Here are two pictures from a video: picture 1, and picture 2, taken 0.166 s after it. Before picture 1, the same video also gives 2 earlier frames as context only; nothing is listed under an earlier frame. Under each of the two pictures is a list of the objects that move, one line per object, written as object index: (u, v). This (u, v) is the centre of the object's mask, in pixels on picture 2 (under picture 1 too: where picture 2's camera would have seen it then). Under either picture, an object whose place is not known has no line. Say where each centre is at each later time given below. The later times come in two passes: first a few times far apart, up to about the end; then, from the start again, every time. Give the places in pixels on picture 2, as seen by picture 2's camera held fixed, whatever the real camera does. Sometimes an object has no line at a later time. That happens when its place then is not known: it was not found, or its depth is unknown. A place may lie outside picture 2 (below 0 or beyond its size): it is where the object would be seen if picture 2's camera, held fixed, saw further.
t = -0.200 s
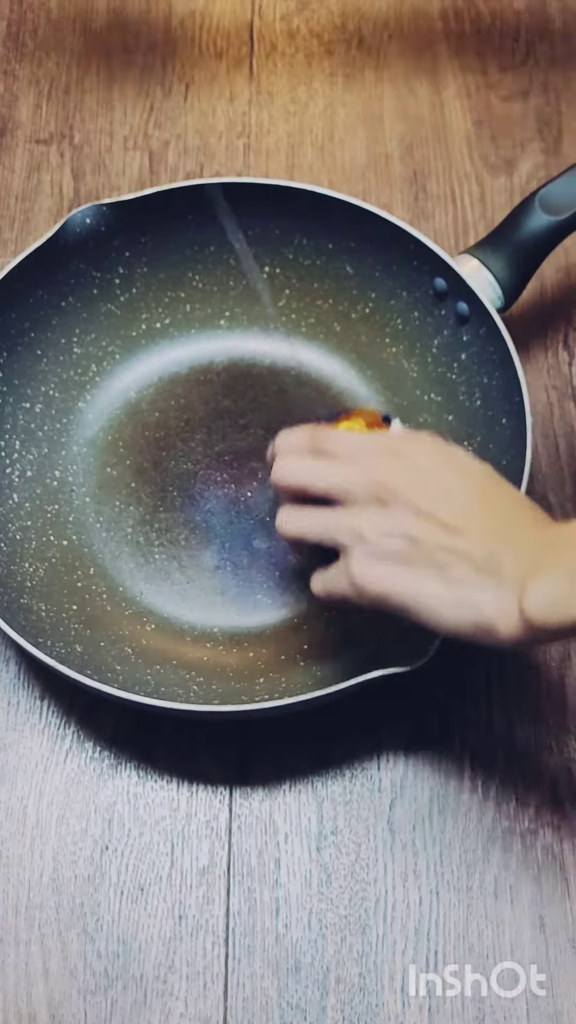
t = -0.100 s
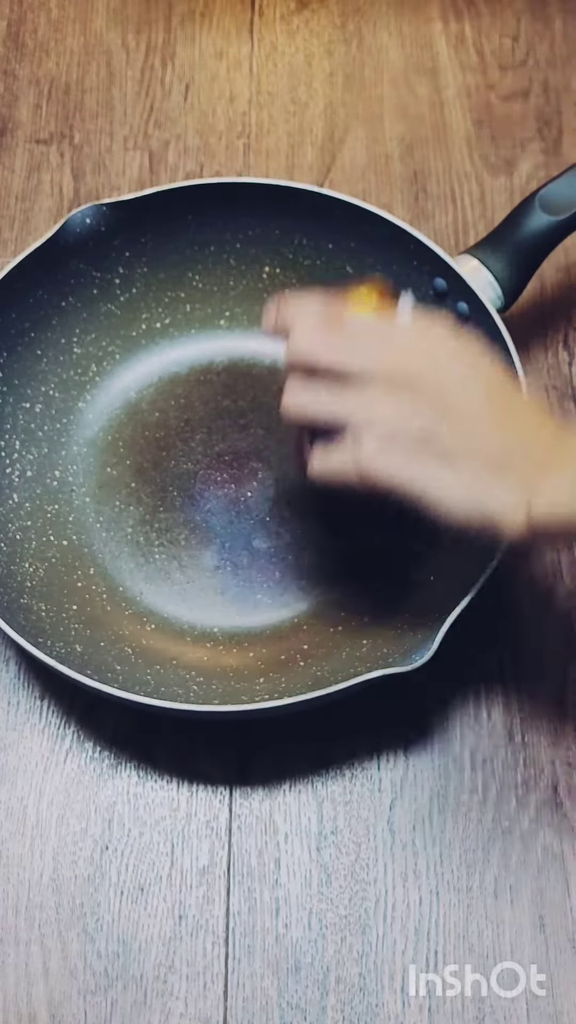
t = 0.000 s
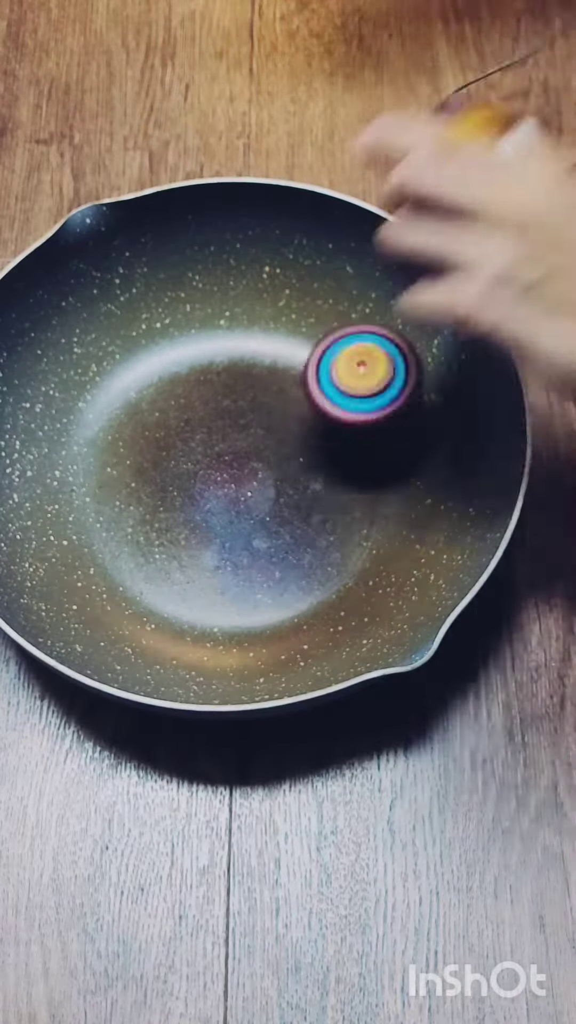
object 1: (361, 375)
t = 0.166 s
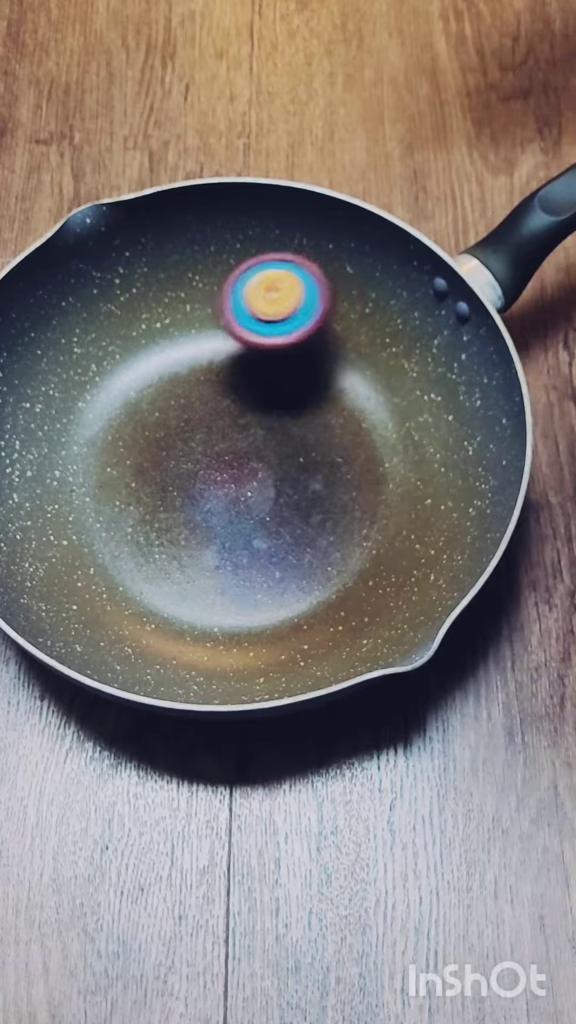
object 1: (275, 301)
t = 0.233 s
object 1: (221, 311)
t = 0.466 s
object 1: (39, 481)
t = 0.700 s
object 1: (348, 608)
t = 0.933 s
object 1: (253, 287)
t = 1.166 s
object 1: (125, 613)
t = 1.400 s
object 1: (323, 304)
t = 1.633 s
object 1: (169, 637)
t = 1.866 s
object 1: (191, 285)
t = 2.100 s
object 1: (207, 618)
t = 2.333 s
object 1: (435, 433)
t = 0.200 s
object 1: (252, 308)
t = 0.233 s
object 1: (221, 311)
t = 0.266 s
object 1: (185, 314)
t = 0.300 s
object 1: (150, 331)
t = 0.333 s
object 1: (115, 361)
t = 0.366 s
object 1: (87, 389)
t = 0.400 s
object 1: (61, 409)
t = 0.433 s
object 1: (44, 438)
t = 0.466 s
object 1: (39, 481)
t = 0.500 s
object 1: (60, 521)
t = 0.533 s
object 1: (99, 555)
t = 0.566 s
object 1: (142, 587)
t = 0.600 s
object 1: (189, 623)
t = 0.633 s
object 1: (244, 641)
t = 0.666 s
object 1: (298, 625)
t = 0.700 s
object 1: (348, 608)
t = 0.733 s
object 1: (381, 569)
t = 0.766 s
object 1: (393, 508)
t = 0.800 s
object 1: (399, 444)
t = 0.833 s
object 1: (399, 382)
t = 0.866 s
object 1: (361, 329)
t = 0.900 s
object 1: (314, 293)
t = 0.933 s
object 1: (253, 287)
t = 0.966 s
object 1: (193, 302)
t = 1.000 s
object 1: (129, 336)
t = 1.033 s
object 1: (69, 371)
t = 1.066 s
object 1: (42, 427)
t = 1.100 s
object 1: (42, 492)
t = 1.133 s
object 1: (63, 563)
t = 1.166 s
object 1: (125, 613)
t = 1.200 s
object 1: (215, 638)
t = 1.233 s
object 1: (303, 615)
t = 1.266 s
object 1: (384, 575)
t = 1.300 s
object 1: (407, 487)
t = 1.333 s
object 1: (420, 407)
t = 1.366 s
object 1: (385, 341)
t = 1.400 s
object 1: (323, 304)
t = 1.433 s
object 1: (231, 298)
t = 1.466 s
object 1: (152, 323)
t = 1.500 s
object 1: (77, 376)
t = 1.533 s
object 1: (38, 443)
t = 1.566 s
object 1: (48, 522)
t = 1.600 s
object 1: (82, 595)
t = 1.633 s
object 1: (169, 637)
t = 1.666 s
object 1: (270, 643)
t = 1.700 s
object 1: (350, 606)
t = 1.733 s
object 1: (409, 538)
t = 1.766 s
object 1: (414, 444)
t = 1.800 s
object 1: (373, 357)
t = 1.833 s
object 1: (289, 312)
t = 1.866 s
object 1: (191, 285)
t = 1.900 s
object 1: (107, 285)
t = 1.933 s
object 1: (42, 331)
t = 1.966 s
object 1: (31, 403)
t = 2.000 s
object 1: (29, 488)
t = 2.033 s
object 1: (54, 565)
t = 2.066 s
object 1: (121, 608)
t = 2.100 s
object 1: (207, 618)
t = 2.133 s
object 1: (286, 618)
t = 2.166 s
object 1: (360, 609)
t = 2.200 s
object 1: (409, 579)
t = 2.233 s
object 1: (436, 529)
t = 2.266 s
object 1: (445, 489)
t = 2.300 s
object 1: (445, 460)
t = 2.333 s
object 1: (435, 433)
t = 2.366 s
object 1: (404, 424)
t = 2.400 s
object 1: (370, 409)
